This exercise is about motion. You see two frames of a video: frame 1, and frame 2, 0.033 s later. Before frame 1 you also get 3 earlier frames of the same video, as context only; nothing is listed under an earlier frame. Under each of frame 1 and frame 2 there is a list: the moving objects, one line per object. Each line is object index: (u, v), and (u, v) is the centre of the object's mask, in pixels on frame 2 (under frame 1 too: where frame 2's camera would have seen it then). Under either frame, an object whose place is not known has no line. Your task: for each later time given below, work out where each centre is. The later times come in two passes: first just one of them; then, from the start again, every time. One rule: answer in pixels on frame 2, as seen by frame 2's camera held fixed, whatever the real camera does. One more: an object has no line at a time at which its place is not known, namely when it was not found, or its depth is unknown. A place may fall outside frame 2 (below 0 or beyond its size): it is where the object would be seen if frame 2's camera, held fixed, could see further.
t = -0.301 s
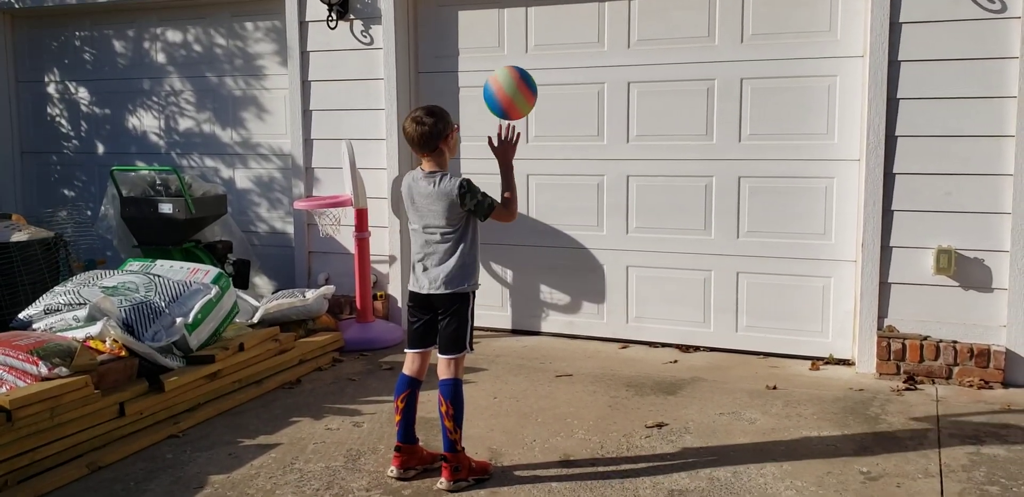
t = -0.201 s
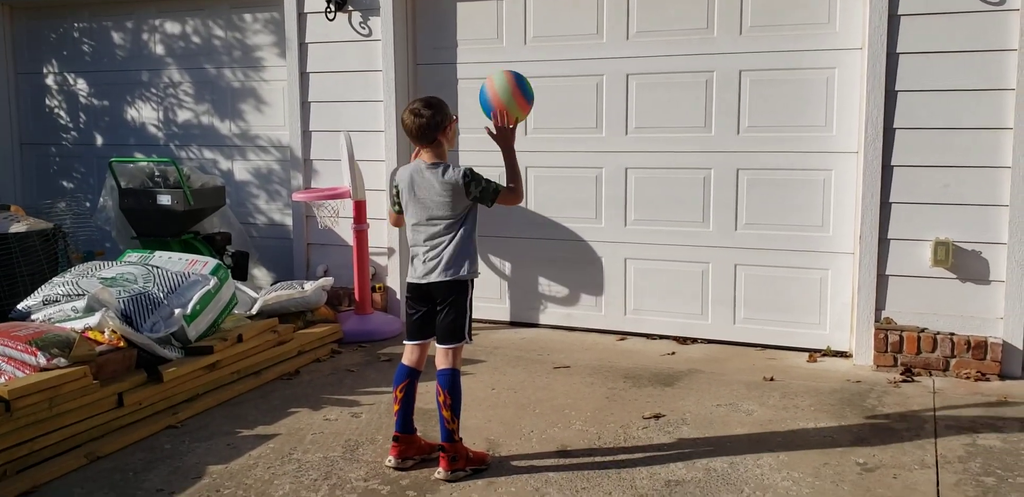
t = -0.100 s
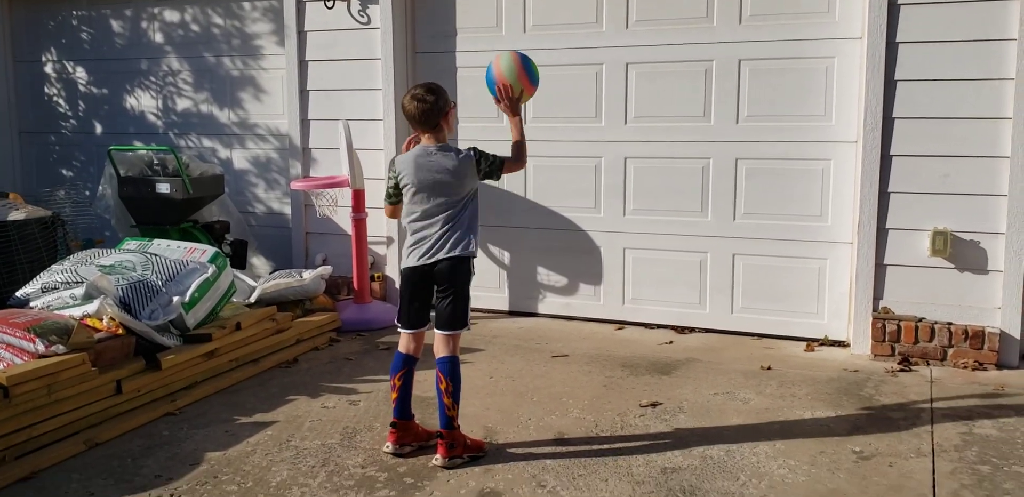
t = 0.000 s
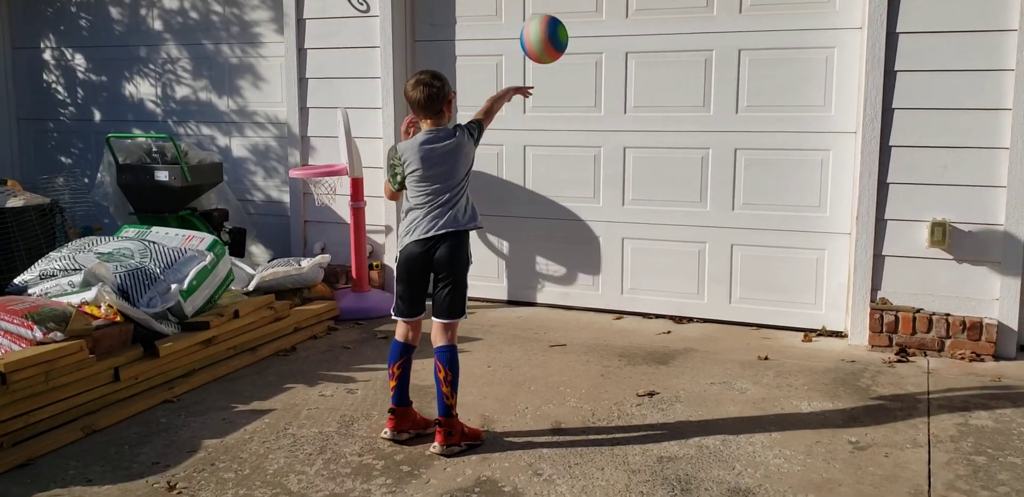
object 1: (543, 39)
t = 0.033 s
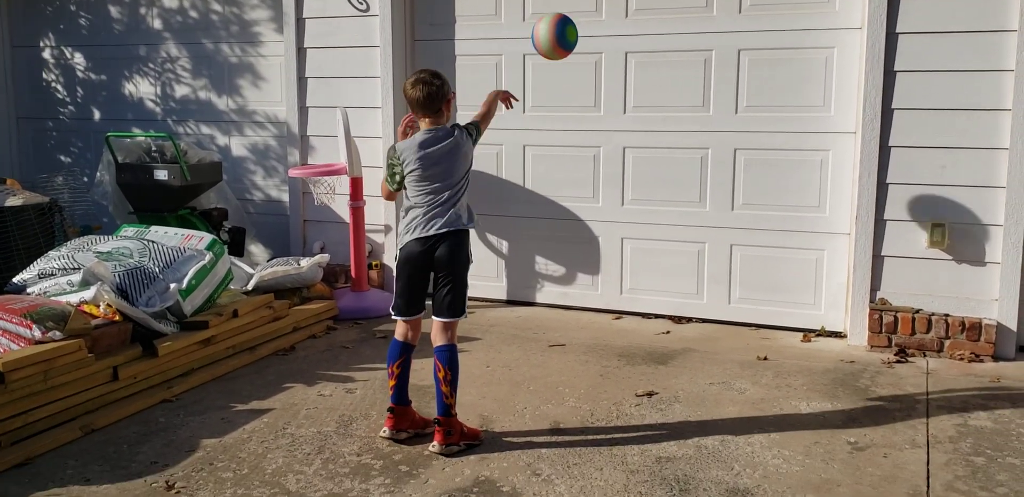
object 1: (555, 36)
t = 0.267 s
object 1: (611, 80)
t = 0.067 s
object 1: (565, 36)
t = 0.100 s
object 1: (574, 39)
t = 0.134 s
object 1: (583, 44)
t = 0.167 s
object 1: (591, 51)
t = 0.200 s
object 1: (598, 59)
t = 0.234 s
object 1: (605, 69)
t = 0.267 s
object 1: (611, 80)
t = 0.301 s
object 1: (609, 89)
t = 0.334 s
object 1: (602, 100)
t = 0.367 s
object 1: (594, 112)
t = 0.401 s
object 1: (586, 127)
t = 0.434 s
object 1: (578, 144)
